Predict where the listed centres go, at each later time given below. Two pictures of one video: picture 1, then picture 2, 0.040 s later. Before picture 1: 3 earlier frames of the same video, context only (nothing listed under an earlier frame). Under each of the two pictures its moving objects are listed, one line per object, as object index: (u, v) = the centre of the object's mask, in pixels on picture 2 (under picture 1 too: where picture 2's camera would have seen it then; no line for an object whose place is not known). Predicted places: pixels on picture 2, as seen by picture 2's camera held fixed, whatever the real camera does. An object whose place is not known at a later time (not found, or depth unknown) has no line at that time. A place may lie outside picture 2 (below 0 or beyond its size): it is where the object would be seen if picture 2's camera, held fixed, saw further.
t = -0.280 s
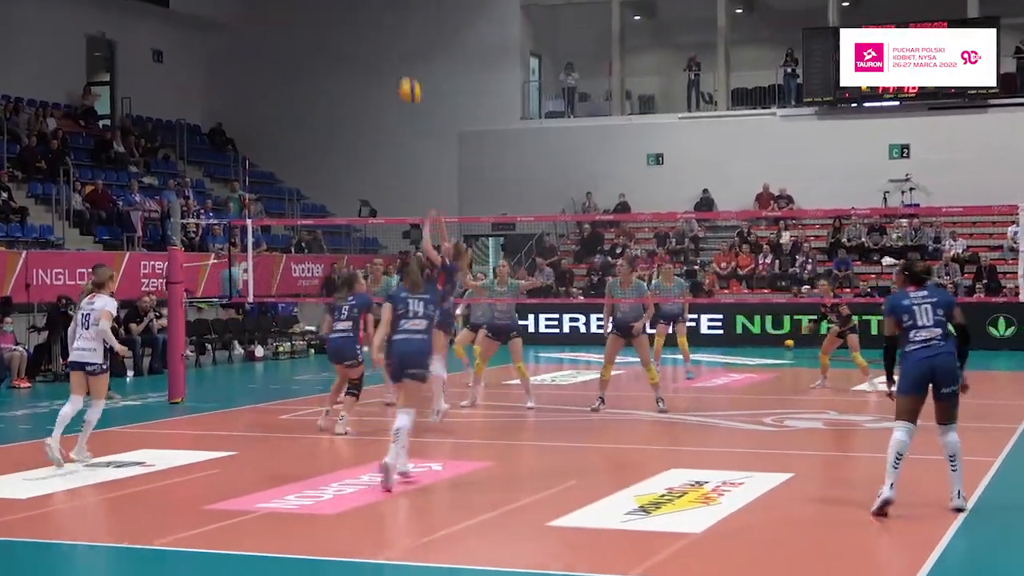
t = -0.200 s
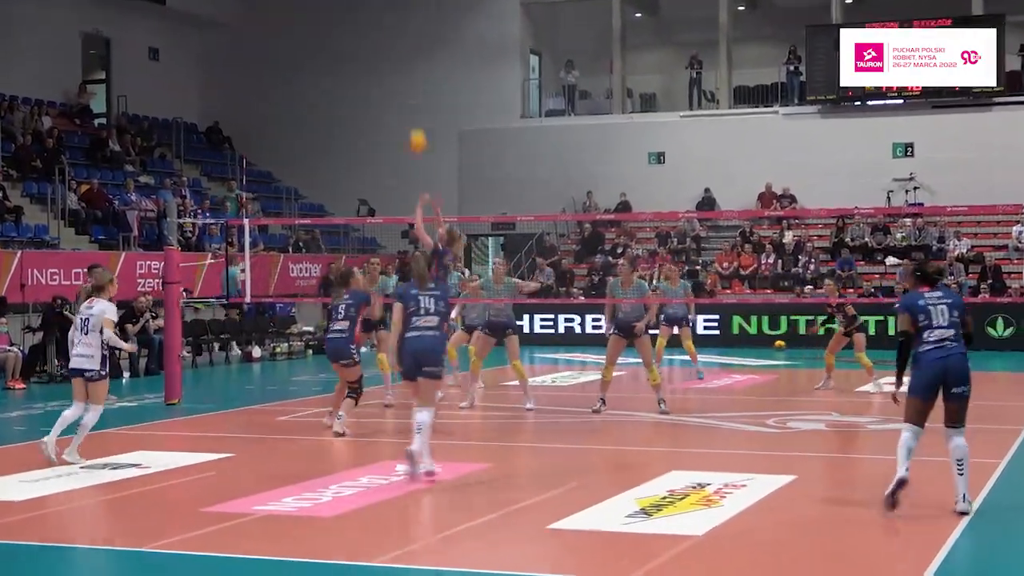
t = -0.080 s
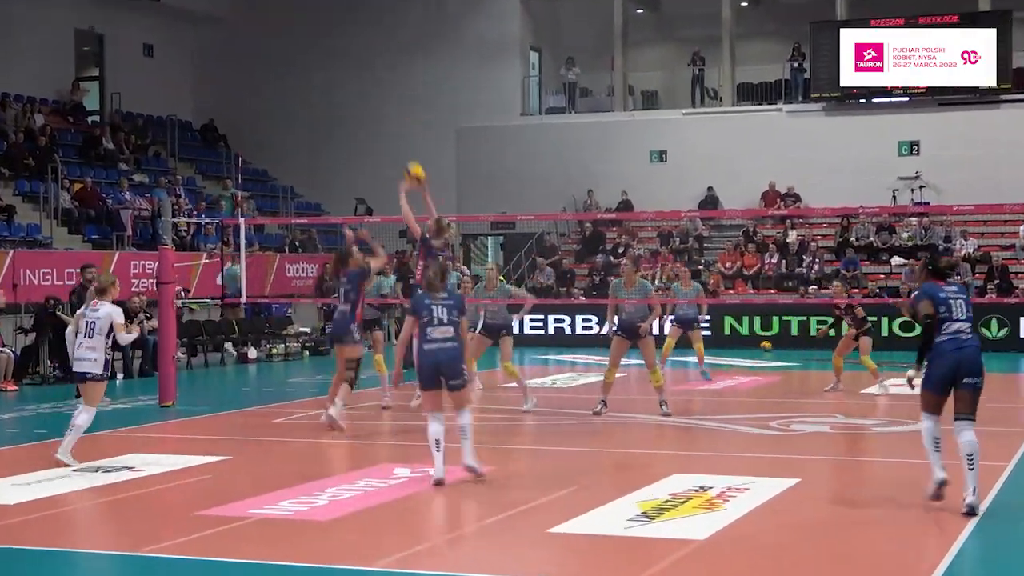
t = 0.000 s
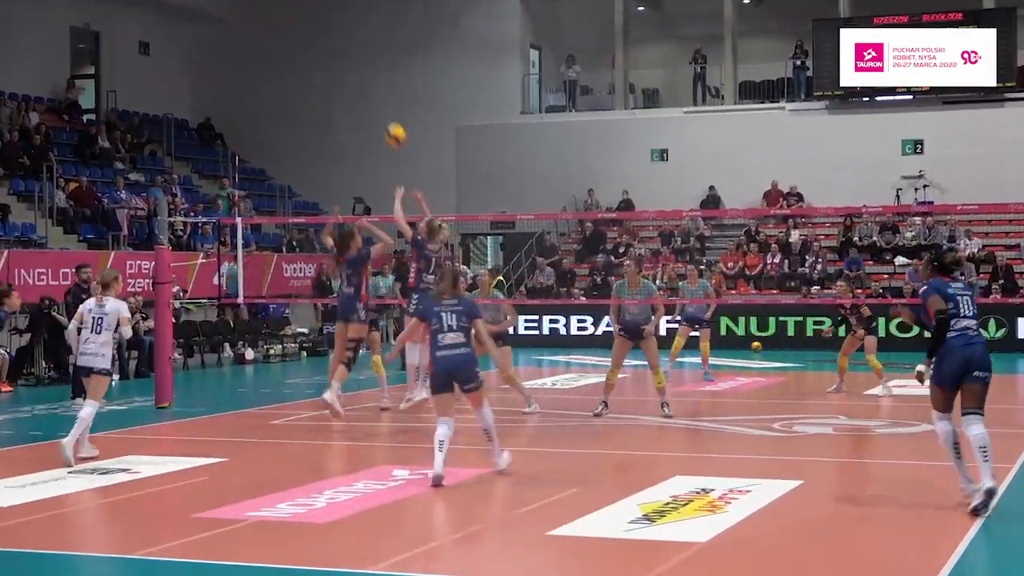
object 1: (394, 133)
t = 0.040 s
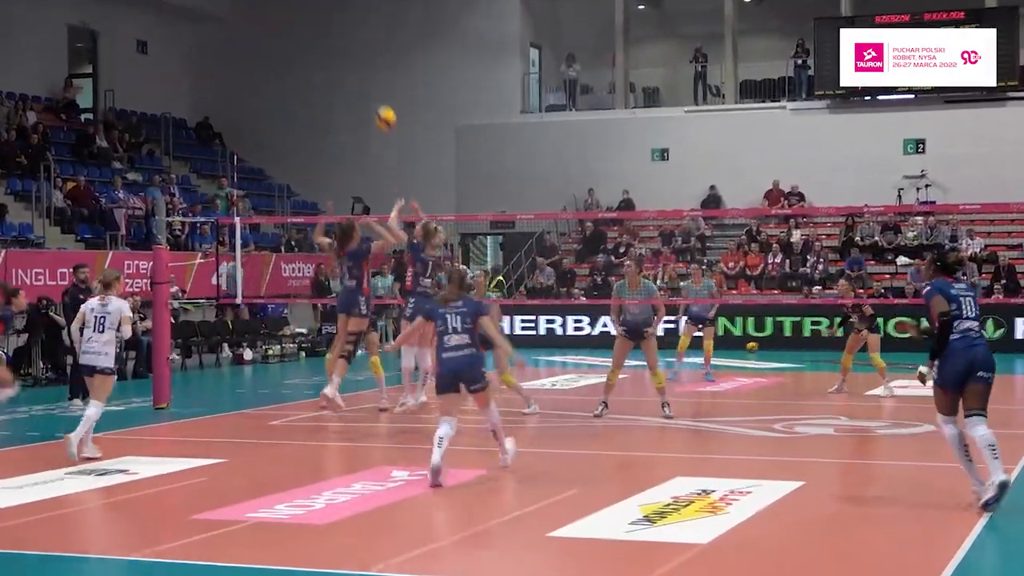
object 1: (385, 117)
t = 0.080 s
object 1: (377, 102)
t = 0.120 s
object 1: (370, 91)
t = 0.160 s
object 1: (361, 79)
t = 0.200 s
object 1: (353, 69)
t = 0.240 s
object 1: (345, 62)
